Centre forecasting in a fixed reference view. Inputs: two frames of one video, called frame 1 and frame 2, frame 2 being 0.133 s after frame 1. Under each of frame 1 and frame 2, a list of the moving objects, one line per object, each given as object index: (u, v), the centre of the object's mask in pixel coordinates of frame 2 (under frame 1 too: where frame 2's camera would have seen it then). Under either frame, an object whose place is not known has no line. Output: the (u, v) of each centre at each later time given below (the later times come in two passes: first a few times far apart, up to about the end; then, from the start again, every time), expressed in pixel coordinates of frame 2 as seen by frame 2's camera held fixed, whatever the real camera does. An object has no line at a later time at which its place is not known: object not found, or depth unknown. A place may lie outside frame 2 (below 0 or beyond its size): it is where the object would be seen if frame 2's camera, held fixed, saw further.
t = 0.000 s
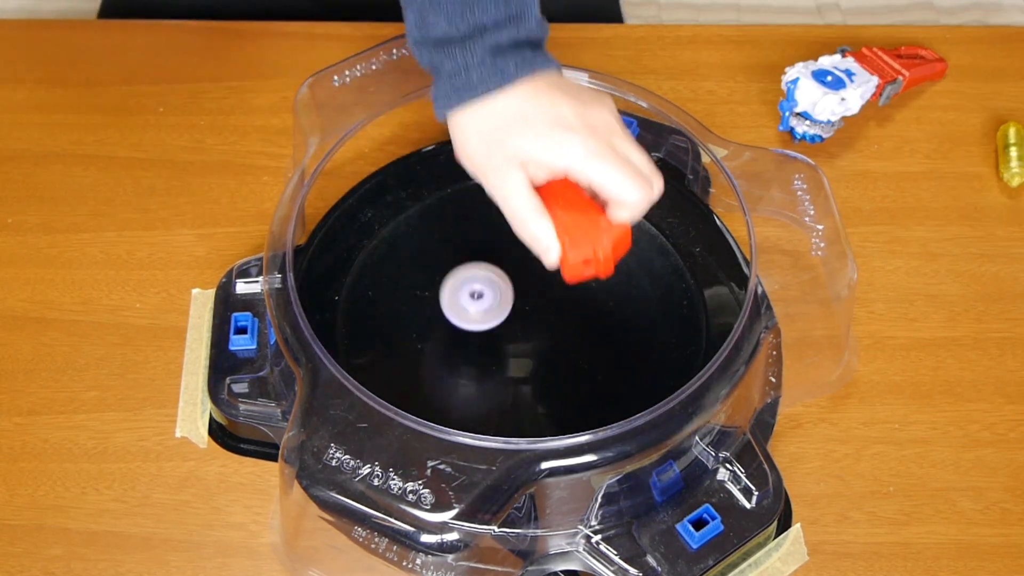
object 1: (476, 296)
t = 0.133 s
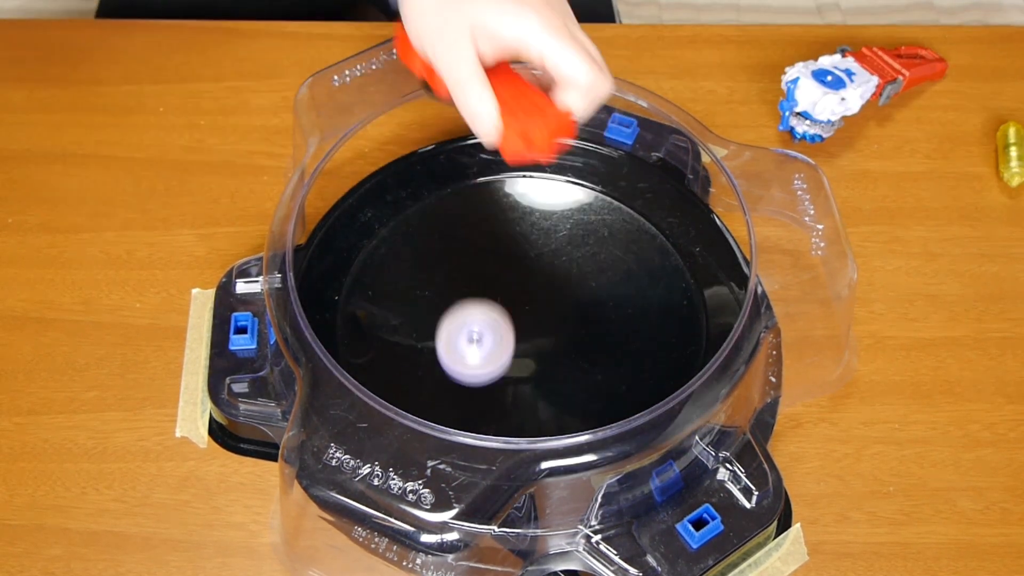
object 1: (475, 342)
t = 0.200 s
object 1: (486, 386)
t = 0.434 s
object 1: (615, 371)
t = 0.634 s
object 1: (643, 224)
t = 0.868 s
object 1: (425, 186)
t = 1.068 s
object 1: (428, 428)
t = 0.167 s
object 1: (475, 378)
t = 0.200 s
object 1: (486, 386)
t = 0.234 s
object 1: (499, 391)
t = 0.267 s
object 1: (513, 403)
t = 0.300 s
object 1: (532, 404)
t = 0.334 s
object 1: (552, 403)
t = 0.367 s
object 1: (574, 397)
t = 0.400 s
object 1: (596, 387)
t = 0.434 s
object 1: (615, 371)
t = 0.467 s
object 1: (633, 351)
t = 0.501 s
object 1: (647, 328)
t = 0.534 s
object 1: (655, 302)
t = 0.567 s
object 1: (657, 276)
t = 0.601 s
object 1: (653, 250)
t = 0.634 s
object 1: (643, 224)
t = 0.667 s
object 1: (629, 201)
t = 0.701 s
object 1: (609, 181)
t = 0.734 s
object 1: (580, 172)
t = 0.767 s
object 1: (543, 168)
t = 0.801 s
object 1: (503, 169)
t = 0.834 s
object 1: (464, 175)
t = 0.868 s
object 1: (425, 186)
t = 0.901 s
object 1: (392, 210)
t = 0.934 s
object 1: (364, 245)
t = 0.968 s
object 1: (349, 287)
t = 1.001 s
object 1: (352, 336)
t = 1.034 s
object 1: (376, 387)
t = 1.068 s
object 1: (428, 428)
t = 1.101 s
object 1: (498, 450)
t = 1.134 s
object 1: (578, 445)
